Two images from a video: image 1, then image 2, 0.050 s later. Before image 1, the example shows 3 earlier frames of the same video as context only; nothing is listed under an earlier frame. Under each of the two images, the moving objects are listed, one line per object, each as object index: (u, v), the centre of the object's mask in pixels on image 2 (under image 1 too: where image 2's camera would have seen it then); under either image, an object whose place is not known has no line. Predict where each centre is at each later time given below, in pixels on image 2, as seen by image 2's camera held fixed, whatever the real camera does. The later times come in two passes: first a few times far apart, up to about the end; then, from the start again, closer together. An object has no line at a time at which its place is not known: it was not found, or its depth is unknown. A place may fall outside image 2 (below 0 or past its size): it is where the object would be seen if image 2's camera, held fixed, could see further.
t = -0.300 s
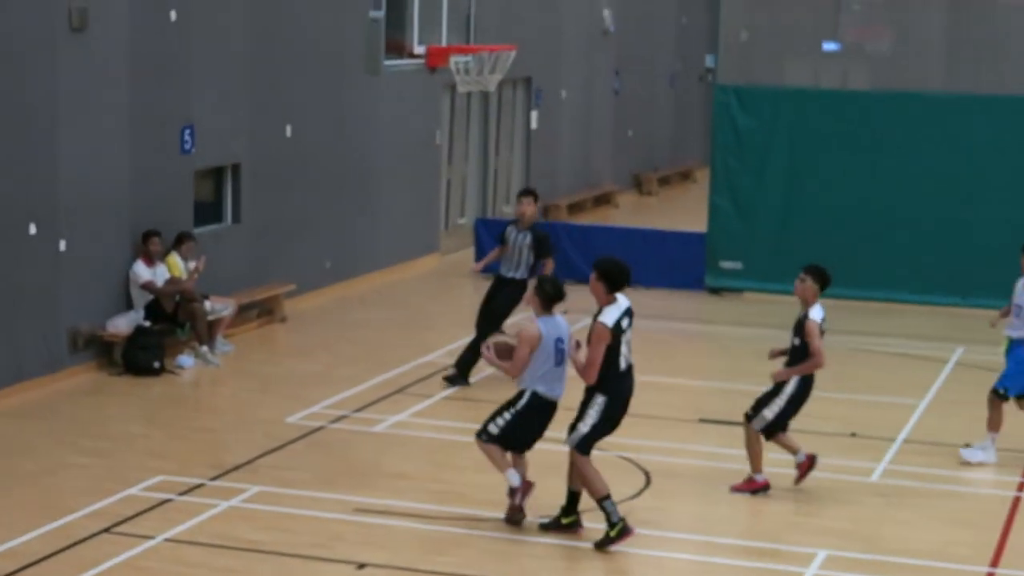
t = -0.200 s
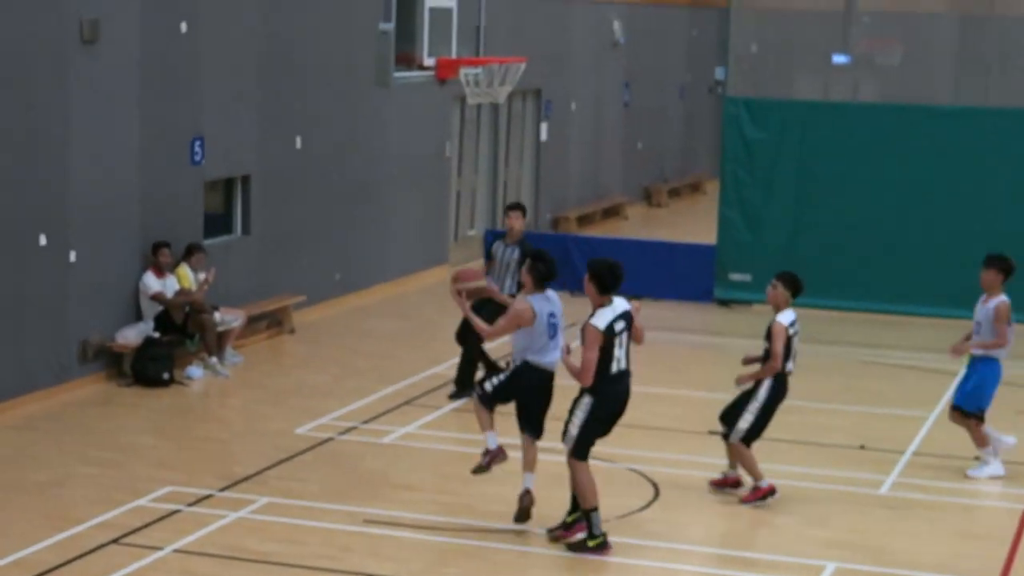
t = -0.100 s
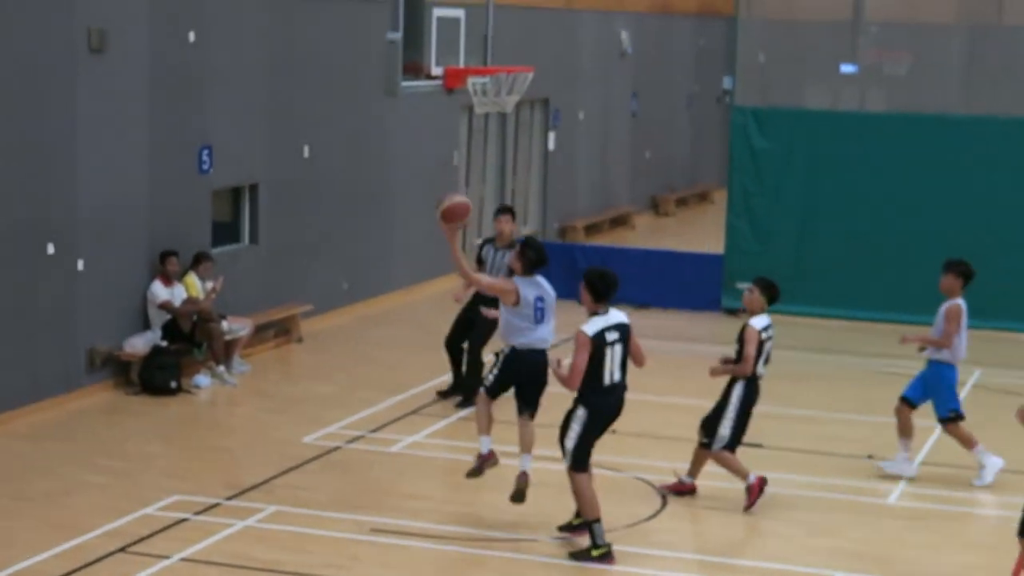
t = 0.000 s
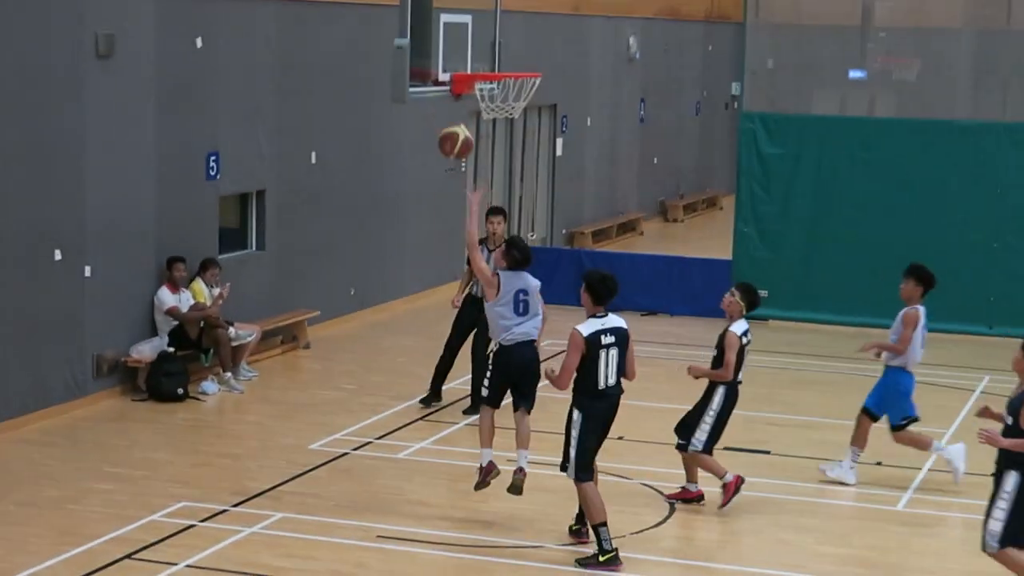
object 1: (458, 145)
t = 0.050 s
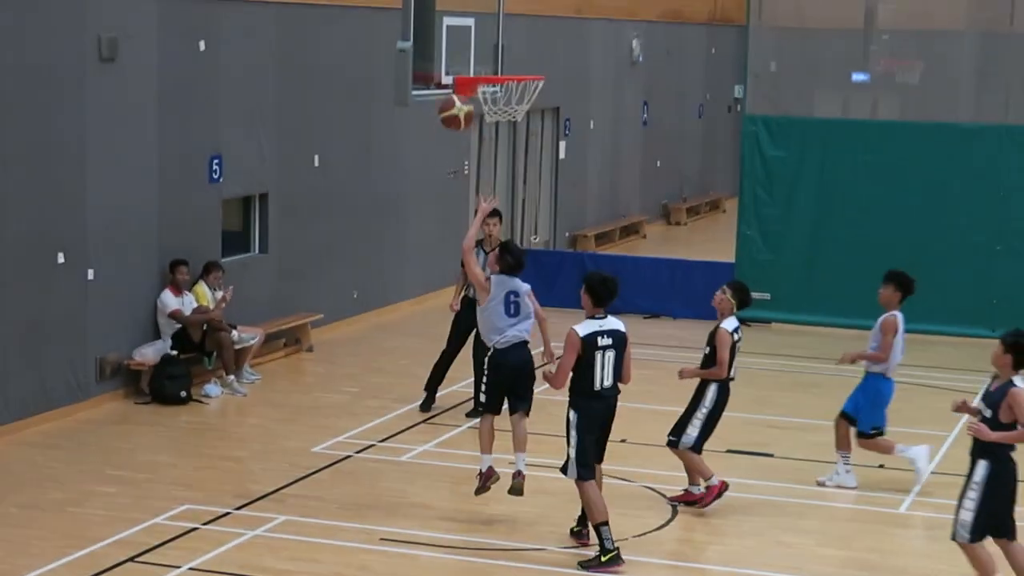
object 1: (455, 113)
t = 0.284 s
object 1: (455, 18)
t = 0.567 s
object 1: (505, 37)
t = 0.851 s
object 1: (498, 109)
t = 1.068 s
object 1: (493, 134)
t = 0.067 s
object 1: (456, 102)
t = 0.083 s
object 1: (455, 92)
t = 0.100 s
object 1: (452, 84)
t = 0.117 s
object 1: (450, 75)
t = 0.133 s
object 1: (450, 67)
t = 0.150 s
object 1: (449, 58)
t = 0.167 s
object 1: (448, 52)
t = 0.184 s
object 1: (446, 46)
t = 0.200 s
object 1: (447, 38)
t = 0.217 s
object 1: (446, 32)
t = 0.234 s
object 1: (446, 27)
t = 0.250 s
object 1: (449, 24)
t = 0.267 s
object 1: (452, 21)
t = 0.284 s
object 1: (455, 18)
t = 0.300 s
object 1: (458, 16)
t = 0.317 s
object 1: (461, 15)
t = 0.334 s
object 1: (463, 13)
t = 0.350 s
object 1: (466, 13)
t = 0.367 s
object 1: (470, 13)
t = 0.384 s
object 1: (473, 13)
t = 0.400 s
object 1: (476, 12)
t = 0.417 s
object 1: (478, 13)
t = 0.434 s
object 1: (481, 14)
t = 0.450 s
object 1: (484, 16)
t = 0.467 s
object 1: (487, 18)
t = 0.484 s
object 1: (490, 20)
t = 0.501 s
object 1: (493, 22)
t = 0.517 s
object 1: (496, 26)
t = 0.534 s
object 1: (499, 29)
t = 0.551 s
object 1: (502, 33)
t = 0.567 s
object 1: (505, 37)
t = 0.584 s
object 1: (507, 42)
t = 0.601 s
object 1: (510, 47)
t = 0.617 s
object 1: (512, 51)
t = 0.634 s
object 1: (514, 57)
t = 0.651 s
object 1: (517, 62)
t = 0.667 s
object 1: (519, 66)
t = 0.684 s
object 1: (517, 67)
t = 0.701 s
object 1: (516, 67)
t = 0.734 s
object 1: (513, 76)
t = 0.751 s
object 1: (511, 84)
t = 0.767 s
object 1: (509, 89)
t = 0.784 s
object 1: (506, 93)
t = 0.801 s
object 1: (504, 94)
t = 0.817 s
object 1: (501, 96)
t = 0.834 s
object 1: (501, 107)
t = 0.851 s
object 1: (498, 109)
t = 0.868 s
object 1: (499, 111)
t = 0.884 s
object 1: (499, 113)
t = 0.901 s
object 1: (498, 114)
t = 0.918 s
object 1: (498, 114)
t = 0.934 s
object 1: (498, 115)
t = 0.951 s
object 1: (498, 117)
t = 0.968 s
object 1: (498, 119)
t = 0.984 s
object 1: (497, 123)
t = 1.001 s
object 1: (496, 126)
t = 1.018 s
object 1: (495, 127)
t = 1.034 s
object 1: (495, 129)
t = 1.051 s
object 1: (493, 131)
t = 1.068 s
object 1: (493, 134)
